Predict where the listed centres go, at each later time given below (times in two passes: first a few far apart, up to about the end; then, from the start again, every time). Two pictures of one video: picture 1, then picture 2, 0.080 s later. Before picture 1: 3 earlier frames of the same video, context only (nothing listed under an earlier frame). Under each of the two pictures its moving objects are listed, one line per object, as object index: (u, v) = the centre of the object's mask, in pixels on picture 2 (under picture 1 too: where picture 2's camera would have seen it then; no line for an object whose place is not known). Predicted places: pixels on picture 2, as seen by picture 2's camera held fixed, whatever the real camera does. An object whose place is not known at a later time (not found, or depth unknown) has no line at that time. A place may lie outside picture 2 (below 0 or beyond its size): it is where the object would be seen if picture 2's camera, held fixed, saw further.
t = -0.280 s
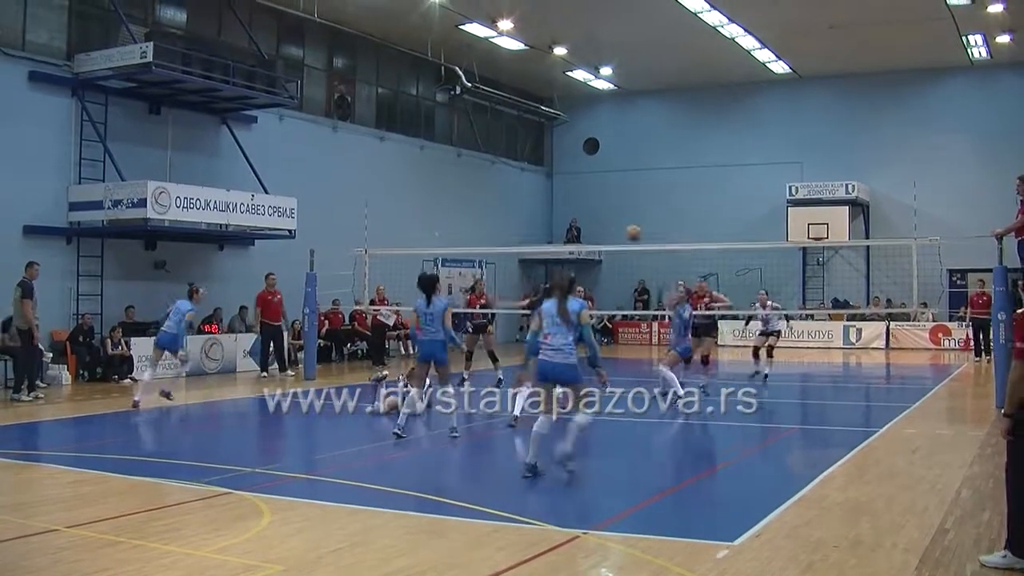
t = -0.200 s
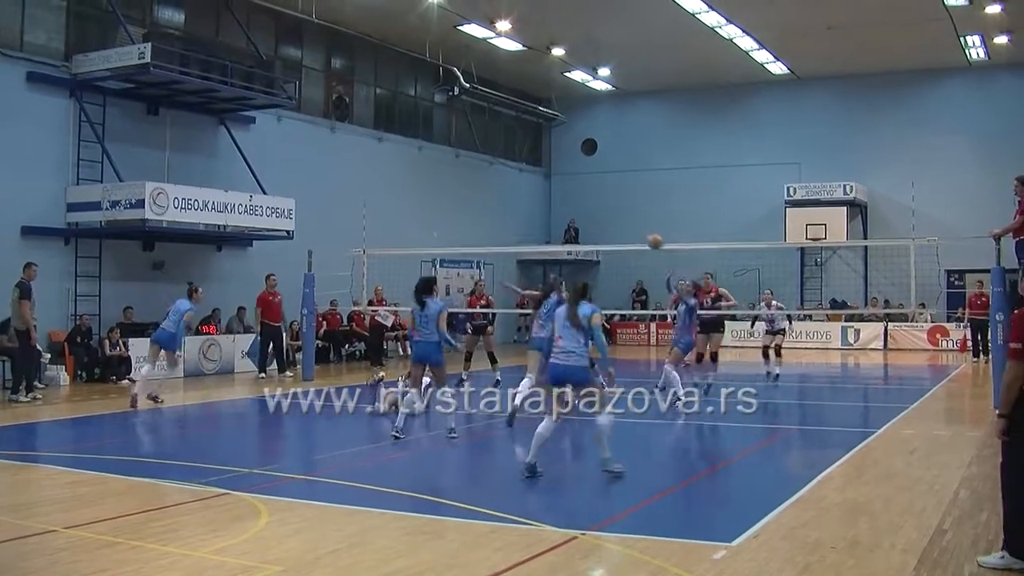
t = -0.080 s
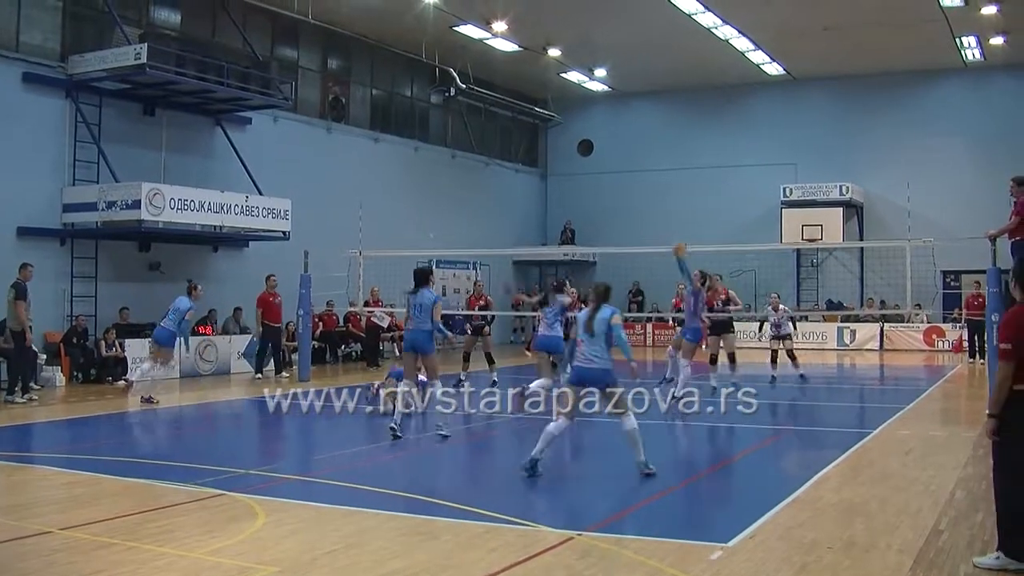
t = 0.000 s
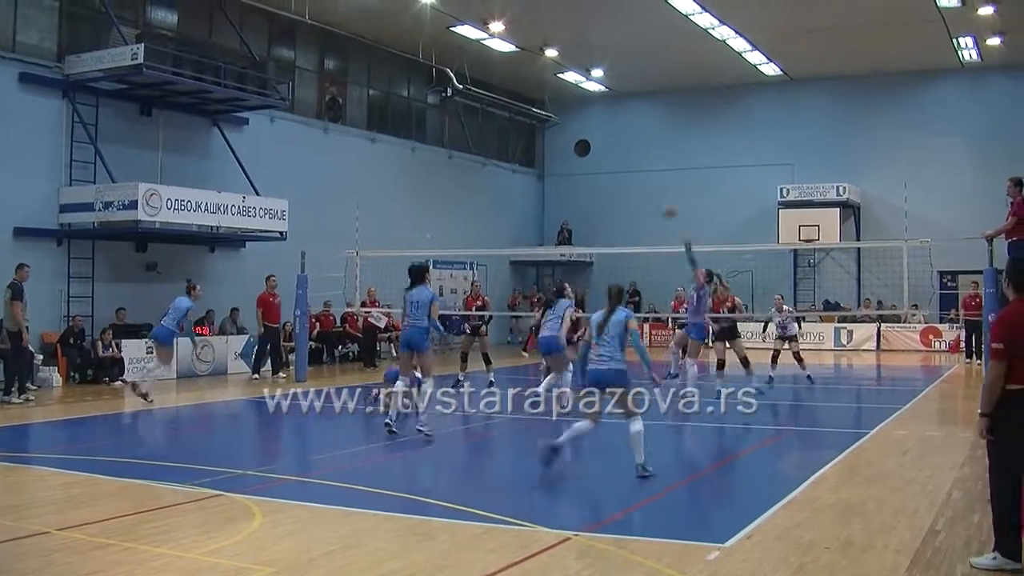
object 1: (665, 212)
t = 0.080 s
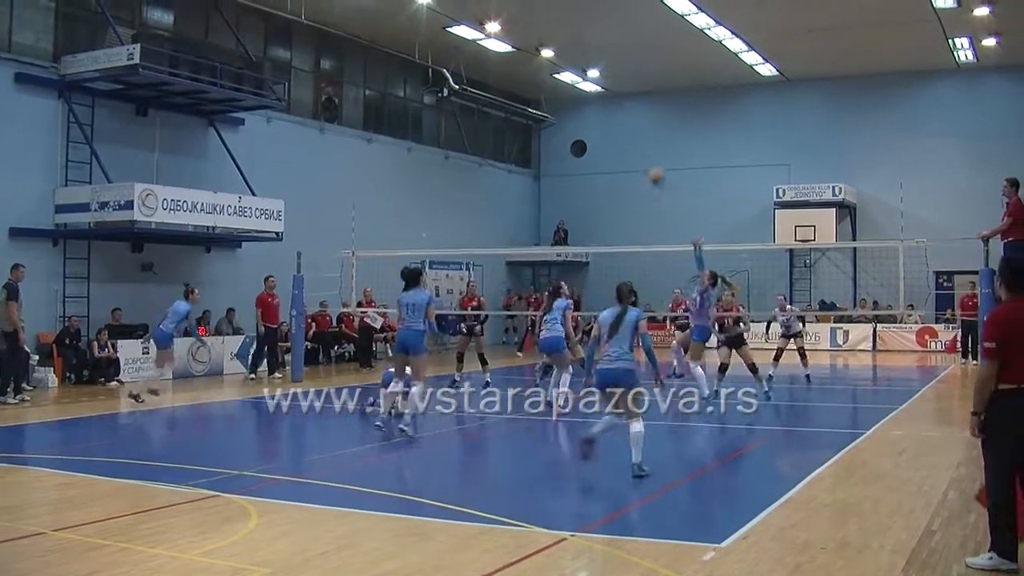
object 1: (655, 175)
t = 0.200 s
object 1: (642, 136)
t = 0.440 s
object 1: (617, 88)
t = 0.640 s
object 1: (597, 79)
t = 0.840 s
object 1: (573, 101)
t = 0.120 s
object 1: (651, 161)
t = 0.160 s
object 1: (646, 147)
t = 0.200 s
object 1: (642, 136)
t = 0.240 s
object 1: (637, 124)
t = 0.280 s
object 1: (632, 116)
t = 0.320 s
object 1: (629, 107)
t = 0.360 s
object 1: (624, 99)
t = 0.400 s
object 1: (620, 94)
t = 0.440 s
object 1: (617, 88)
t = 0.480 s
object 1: (611, 84)
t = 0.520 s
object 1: (607, 81)
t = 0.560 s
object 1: (603, 81)
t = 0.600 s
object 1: (599, 79)
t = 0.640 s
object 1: (597, 79)
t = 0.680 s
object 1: (592, 82)
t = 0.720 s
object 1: (588, 84)
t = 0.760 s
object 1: (583, 87)
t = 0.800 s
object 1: (577, 94)
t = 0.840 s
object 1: (573, 101)
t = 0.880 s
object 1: (572, 107)
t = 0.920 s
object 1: (567, 115)
